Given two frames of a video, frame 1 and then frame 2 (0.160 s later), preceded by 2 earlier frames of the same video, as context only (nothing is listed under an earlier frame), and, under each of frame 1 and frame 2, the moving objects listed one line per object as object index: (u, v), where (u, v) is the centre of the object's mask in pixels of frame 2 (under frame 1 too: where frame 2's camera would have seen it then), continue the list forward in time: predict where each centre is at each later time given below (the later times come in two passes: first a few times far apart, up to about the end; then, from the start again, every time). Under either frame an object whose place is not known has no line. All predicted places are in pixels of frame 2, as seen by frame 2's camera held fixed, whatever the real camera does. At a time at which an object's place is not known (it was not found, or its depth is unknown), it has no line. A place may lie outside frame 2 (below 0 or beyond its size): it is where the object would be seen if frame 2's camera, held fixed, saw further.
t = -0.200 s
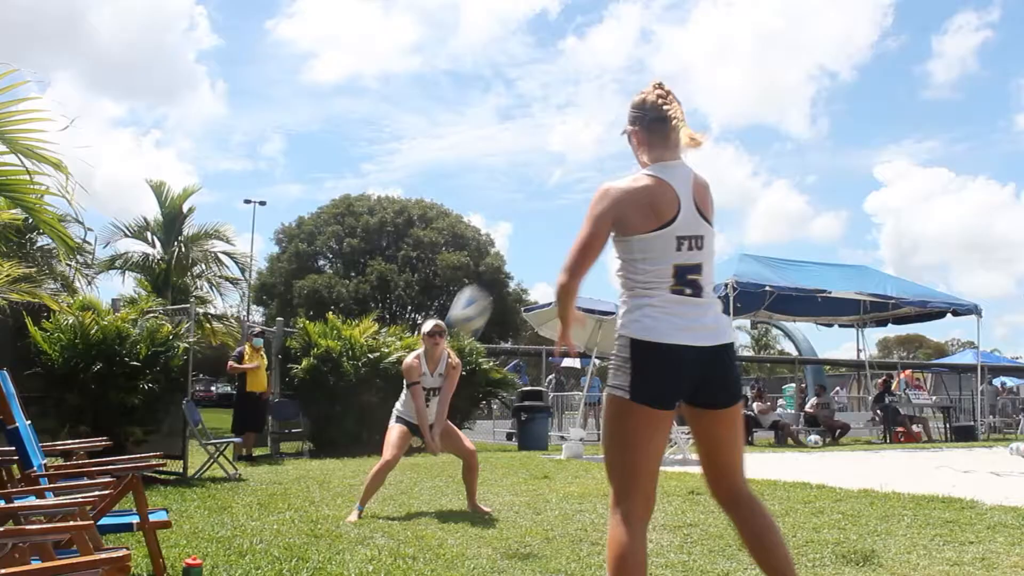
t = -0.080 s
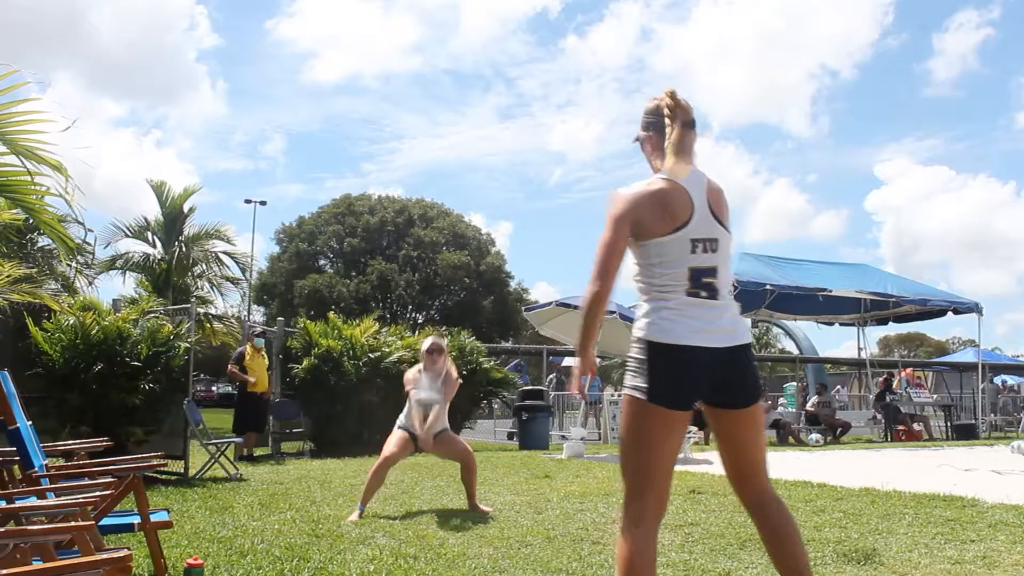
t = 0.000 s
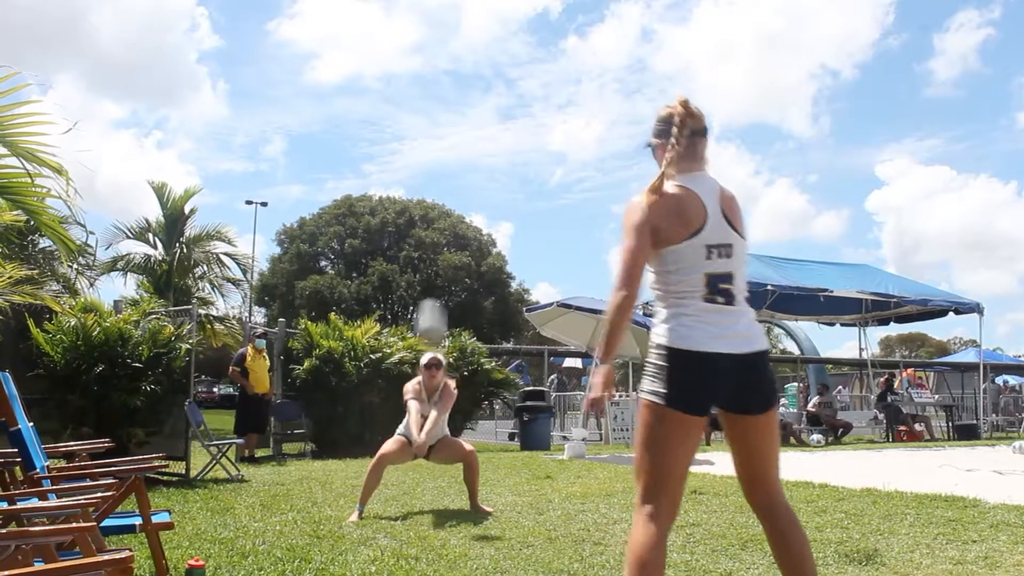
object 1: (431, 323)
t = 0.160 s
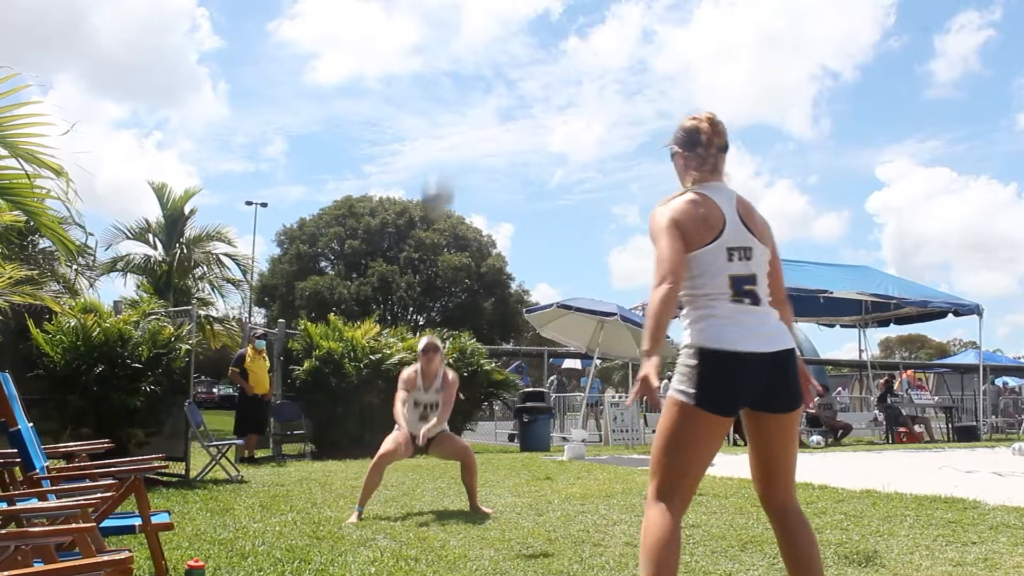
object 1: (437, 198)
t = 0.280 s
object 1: (442, 117)
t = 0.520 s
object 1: (455, 16)
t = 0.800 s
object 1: (472, 7)
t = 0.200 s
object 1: (439, 169)
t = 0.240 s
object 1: (441, 141)
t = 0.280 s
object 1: (442, 117)
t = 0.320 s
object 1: (445, 97)
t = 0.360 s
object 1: (448, 76)
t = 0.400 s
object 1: (450, 58)
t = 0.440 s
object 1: (452, 42)
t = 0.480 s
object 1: (454, 28)
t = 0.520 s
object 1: (455, 16)
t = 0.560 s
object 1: (458, 9)
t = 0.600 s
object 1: (460, 6)
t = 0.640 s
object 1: (462, 3)
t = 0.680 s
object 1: (465, 3)
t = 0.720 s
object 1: (467, 3)
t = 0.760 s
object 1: (469, 5)
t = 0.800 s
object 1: (472, 7)
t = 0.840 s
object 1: (474, 12)
